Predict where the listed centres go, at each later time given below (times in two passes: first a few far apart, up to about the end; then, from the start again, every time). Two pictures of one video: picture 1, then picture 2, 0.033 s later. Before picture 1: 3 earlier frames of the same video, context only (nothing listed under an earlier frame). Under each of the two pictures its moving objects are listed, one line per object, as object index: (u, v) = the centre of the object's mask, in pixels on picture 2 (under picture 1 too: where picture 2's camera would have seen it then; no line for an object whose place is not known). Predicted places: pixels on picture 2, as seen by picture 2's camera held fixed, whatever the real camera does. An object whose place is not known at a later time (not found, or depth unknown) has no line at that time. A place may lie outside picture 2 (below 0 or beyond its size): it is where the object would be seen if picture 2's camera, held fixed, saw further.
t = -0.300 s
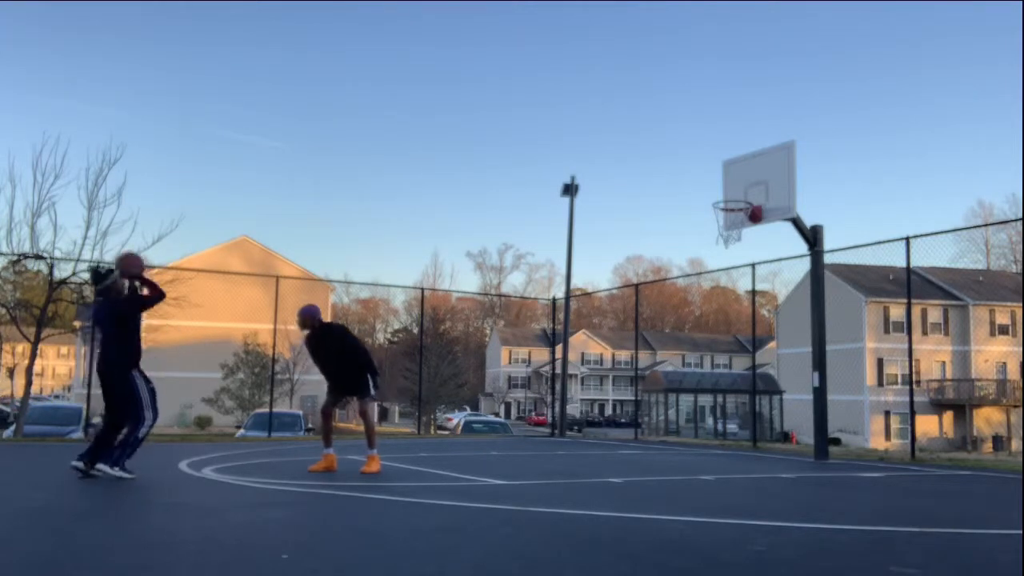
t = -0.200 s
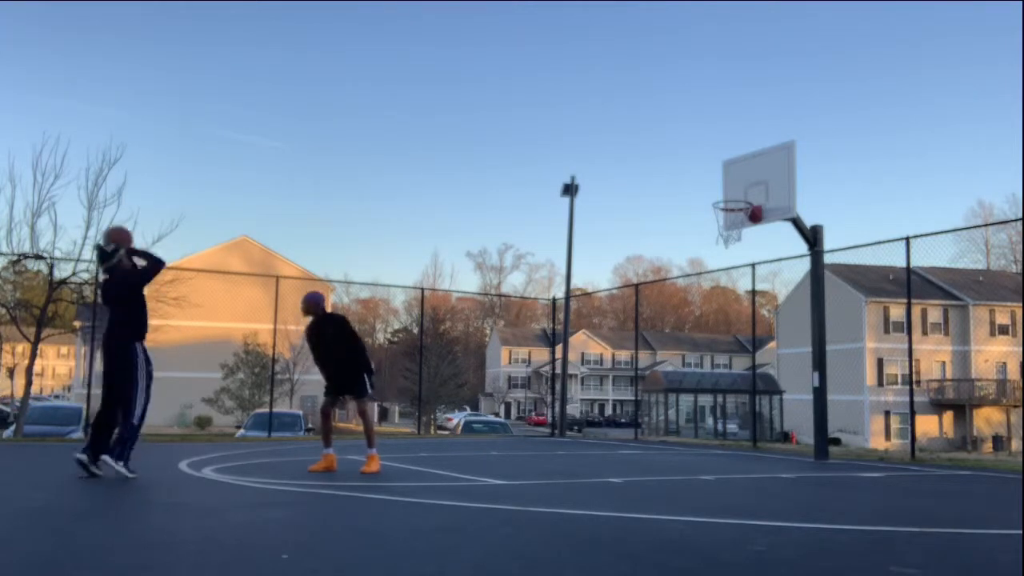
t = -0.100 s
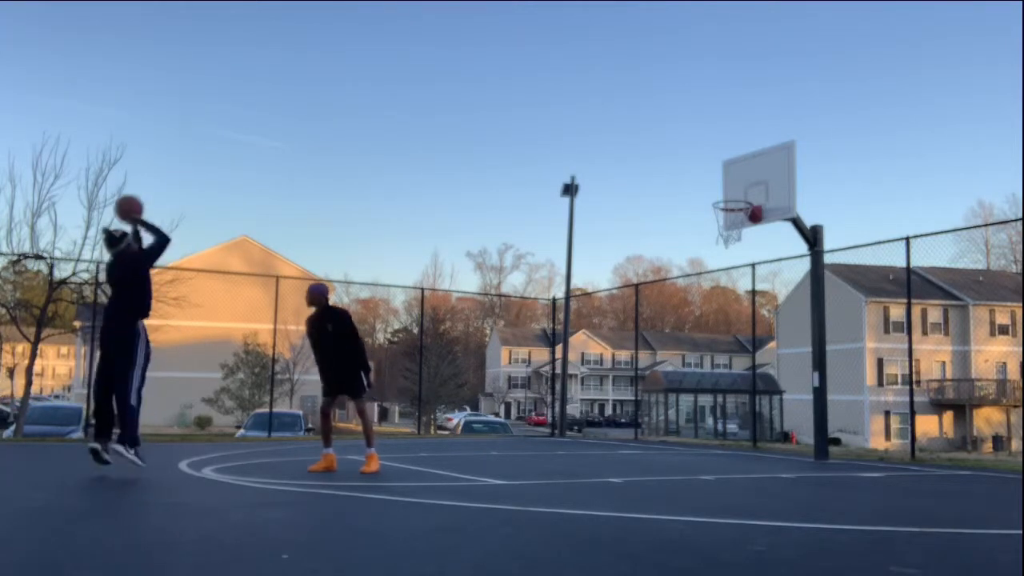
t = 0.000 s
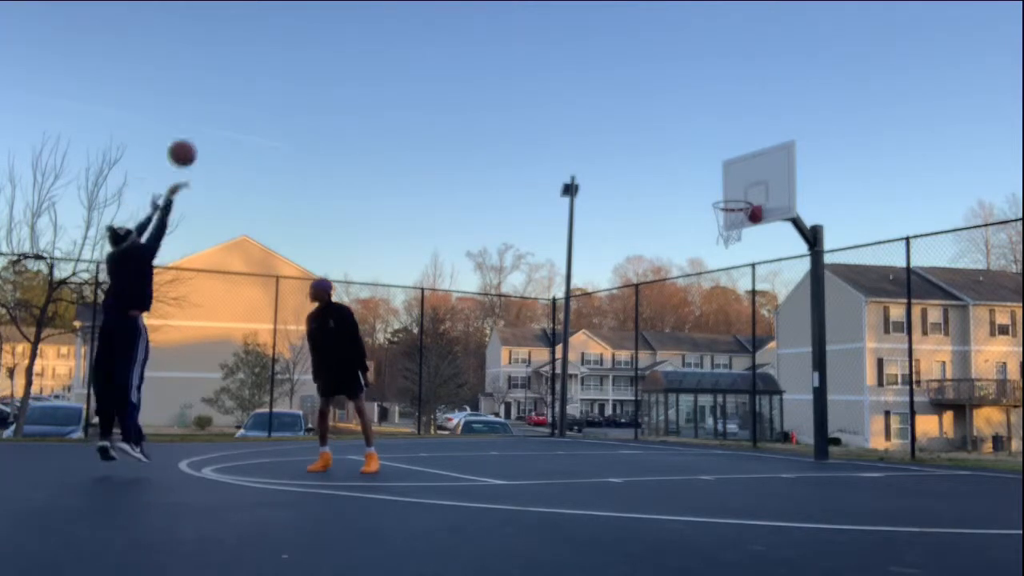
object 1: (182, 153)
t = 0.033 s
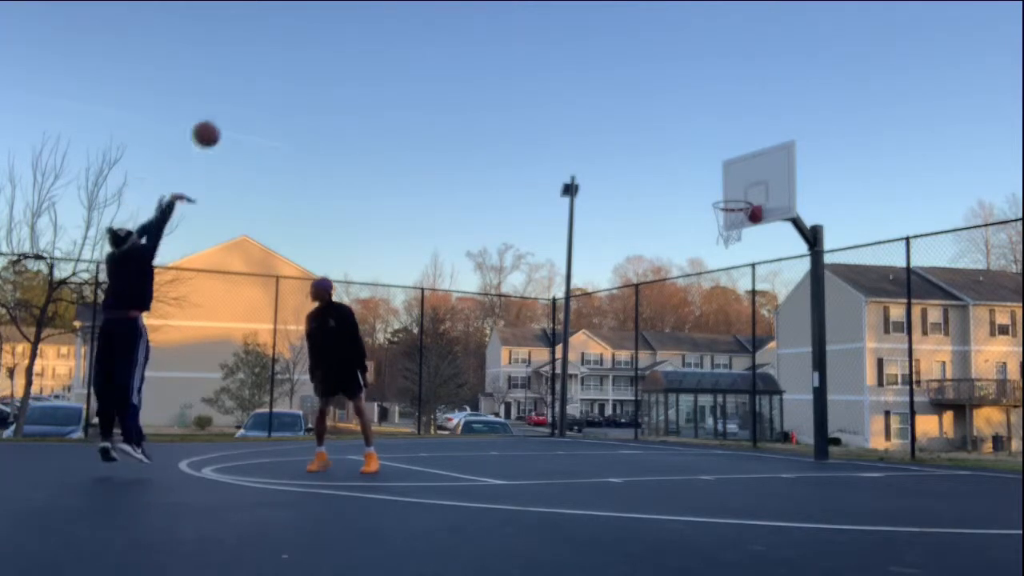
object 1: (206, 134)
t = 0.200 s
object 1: (313, 63)
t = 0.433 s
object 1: (438, 17)
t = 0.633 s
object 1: (526, 17)
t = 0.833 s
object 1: (604, 48)
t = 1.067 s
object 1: (685, 116)
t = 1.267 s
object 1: (748, 198)
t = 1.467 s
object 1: (722, 126)
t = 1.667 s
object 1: (697, 86)
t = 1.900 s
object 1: (668, 77)
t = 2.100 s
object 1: (642, 102)
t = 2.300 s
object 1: (618, 157)
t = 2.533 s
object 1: (588, 259)
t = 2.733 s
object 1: (558, 380)
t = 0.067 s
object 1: (229, 116)
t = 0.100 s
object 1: (251, 101)
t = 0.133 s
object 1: (273, 87)
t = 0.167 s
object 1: (293, 74)
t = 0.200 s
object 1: (313, 63)
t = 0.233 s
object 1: (333, 53)
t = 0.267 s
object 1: (352, 44)
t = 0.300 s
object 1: (370, 37)
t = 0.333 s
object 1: (388, 30)
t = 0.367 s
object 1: (405, 25)
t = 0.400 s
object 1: (421, 21)
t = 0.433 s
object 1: (438, 17)
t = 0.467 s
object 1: (454, 15)
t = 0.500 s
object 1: (469, 14)
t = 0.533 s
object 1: (484, 14)
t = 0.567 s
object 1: (499, 14)
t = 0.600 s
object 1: (512, 15)
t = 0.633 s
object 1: (526, 17)
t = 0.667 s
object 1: (540, 20)
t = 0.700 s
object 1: (553, 24)
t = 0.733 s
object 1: (566, 29)
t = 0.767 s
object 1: (579, 34)
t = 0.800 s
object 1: (592, 40)
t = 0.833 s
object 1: (604, 48)
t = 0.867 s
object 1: (617, 55)
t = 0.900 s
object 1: (628, 64)
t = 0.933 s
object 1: (640, 73)
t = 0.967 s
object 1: (652, 82)
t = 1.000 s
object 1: (663, 93)
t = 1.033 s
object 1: (674, 104)
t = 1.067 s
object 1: (685, 116)
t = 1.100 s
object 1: (696, 128)
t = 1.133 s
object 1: (707, 141)
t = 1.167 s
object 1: (718, 155)
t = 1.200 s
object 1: (729, 169)
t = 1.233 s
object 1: (739, 185)
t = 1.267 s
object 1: (748, 198)
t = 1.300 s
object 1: (744, 184)
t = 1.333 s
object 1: (739, 171)
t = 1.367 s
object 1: (734, 159)
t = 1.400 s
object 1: (731, 146)
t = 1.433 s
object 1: (726, 136)
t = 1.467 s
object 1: (722, 126)
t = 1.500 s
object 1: (718, 117)
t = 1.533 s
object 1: (714, 109)
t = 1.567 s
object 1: (709, 102)
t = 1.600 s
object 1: (705, 95)
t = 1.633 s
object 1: (701, 90)
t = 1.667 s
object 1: (697, 86)
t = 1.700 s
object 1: (693, 82)
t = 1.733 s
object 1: (689, 79)
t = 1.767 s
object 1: (684, 77)
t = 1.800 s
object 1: (680, 76)
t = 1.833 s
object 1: (676, 75)
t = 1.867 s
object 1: (672, 76)
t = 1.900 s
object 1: (668, 77)
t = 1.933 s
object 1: (664, 79)
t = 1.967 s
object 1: (659, 82)
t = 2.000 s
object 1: (655, 86)
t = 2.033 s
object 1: (651, 91)
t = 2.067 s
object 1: (647, 96)
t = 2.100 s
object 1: (642, 102)
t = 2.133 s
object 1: (638, 109)
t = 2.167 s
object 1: (634, 117)
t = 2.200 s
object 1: (630, 125)
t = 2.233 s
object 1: (626, 135)
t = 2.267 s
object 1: (622, 146)
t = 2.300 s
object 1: (618, 157)
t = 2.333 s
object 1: (614, 169)
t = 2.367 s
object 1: (609, 182)
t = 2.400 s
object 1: (605, 195)
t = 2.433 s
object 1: (601, 210)
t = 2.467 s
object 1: (597, 225)
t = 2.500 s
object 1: (593, 241)
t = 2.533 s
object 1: (588, 259)
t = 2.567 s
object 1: (584, 277)
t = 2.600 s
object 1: (580, 296)
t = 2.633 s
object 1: (575, 315)
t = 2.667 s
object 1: (571, 338)
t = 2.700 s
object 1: (566, 357)
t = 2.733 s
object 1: (558, 380)
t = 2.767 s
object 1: (556, 403)
